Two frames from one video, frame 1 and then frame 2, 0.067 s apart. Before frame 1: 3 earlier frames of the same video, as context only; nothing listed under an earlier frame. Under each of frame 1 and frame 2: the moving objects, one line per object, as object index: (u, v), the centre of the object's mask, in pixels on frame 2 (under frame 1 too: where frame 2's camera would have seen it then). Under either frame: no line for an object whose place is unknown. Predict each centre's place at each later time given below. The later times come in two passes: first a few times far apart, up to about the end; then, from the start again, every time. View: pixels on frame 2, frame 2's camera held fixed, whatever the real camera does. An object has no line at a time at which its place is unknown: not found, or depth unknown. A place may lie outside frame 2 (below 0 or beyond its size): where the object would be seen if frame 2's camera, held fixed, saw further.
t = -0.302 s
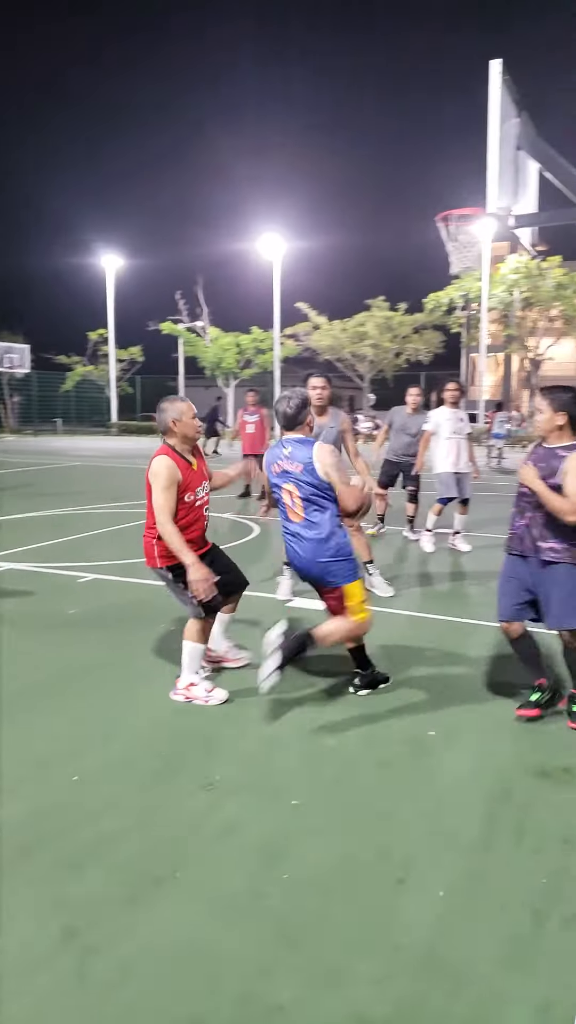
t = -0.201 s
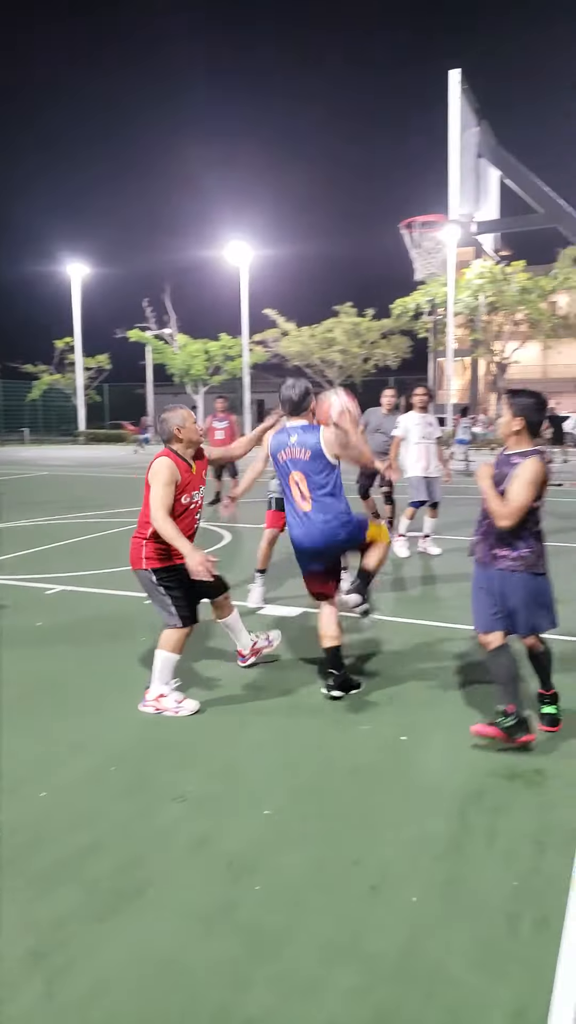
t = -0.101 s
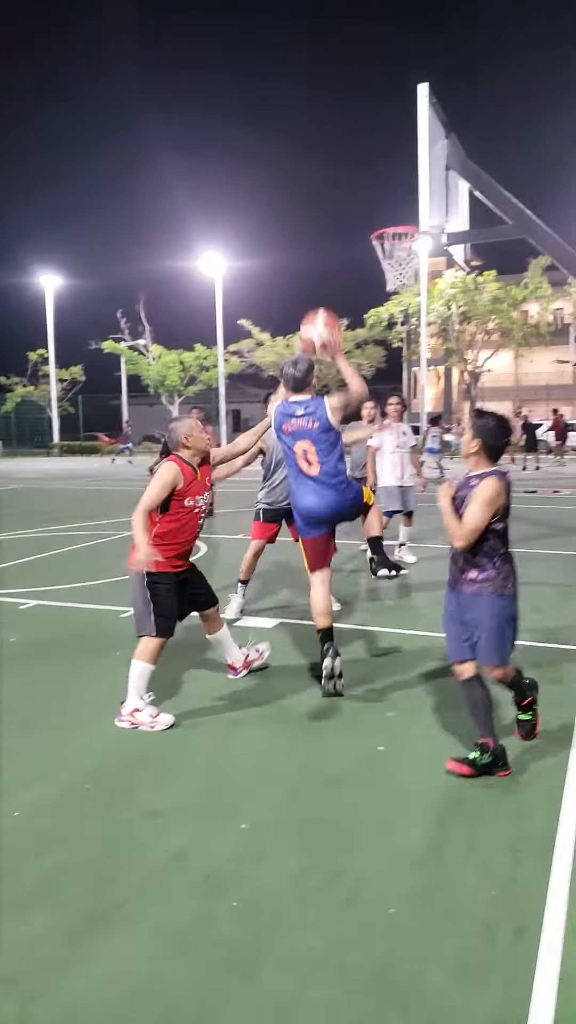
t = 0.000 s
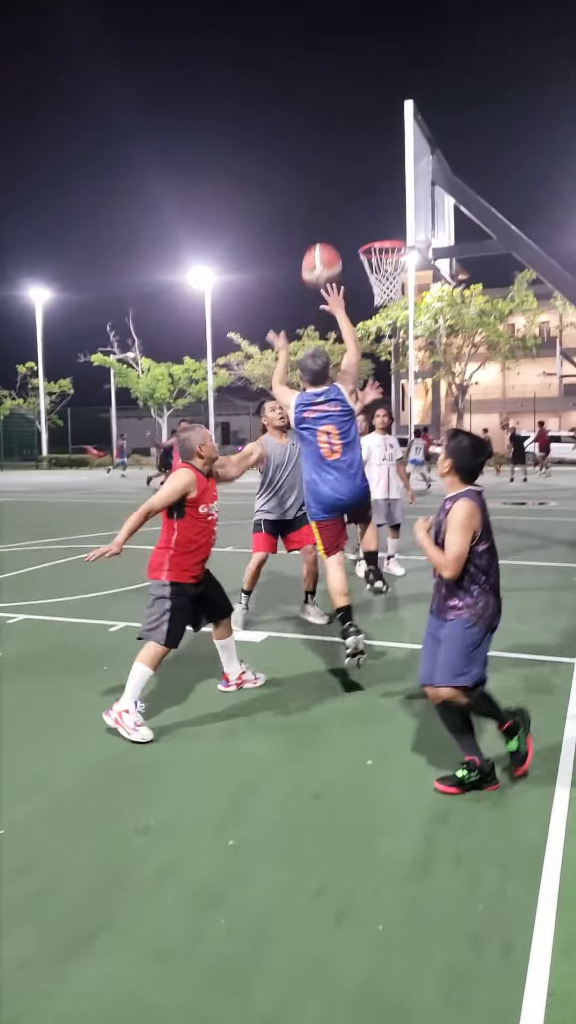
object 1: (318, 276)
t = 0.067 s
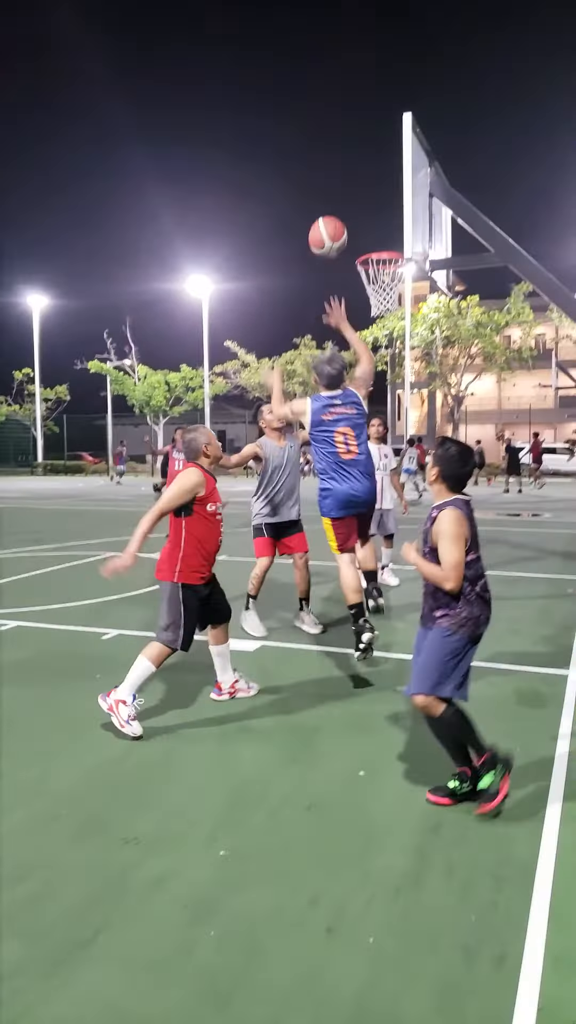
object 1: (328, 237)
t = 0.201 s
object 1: (343, 186)
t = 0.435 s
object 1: (366, 165)
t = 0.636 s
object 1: (381, 202)
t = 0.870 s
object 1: (378, 274)
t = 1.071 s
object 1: (367, 298)
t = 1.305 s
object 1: (367, 335)
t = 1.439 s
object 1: (368, 387)
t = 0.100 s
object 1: (332, 221)
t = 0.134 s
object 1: (336, 207)
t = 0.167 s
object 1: (339, 196)
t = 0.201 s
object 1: (343, 186)
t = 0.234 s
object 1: (347, 178)
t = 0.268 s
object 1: (350, 173)
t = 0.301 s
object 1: (354, 168)
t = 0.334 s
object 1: (357, 165)
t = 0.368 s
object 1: (360, 164)
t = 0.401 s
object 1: (363, 164)
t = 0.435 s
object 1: (366, 165)
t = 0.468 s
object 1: (368, 168)
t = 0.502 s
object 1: (371, 173)
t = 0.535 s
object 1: (374, 178)
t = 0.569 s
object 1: (376, 185)
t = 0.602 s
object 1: (379, 193)
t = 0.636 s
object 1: (381, 202)
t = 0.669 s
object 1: (384, 212)
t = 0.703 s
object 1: (386, 223)
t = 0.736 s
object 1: (387, 234)
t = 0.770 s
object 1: (389, 245)
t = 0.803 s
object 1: (392, 253)
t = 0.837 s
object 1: (386, 270)
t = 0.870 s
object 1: (378, 274)
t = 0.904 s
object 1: (372, 286)
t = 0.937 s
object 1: (368, 291)
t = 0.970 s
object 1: (369, 292)
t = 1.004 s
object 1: (366, 294)
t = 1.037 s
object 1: (367, 298)
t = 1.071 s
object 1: (367, 298)
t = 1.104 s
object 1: (367, 298)
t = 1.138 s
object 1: (367, 300)
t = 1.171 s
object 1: (367, 304)
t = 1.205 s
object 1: (367, 310)
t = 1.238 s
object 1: (367, 316)
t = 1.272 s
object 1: (367, 324)
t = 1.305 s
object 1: (367, 335)
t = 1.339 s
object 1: (367, 347)
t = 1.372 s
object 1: (367, 358)
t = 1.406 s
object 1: (367, 372)
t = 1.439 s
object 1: (368, 387)
